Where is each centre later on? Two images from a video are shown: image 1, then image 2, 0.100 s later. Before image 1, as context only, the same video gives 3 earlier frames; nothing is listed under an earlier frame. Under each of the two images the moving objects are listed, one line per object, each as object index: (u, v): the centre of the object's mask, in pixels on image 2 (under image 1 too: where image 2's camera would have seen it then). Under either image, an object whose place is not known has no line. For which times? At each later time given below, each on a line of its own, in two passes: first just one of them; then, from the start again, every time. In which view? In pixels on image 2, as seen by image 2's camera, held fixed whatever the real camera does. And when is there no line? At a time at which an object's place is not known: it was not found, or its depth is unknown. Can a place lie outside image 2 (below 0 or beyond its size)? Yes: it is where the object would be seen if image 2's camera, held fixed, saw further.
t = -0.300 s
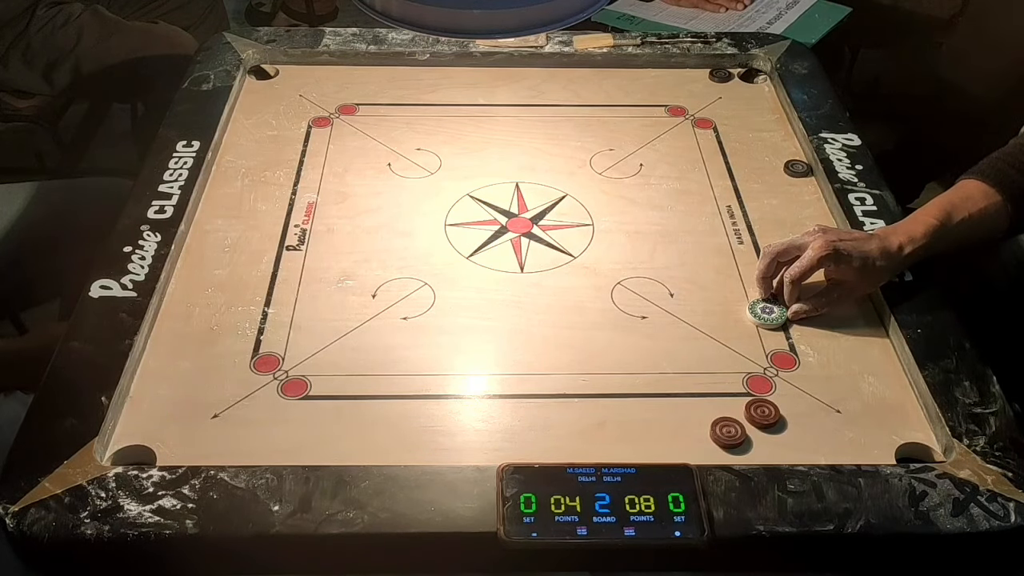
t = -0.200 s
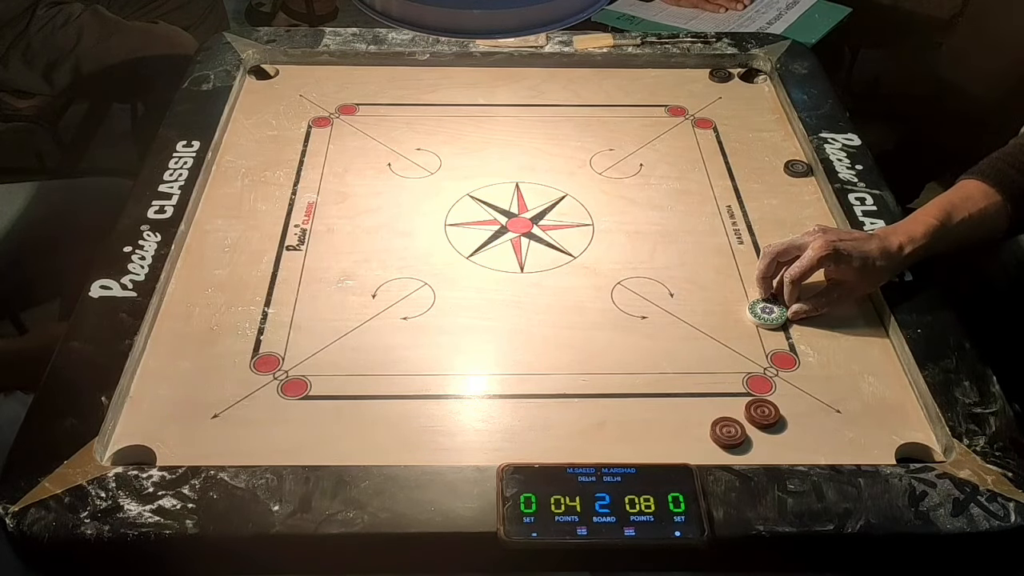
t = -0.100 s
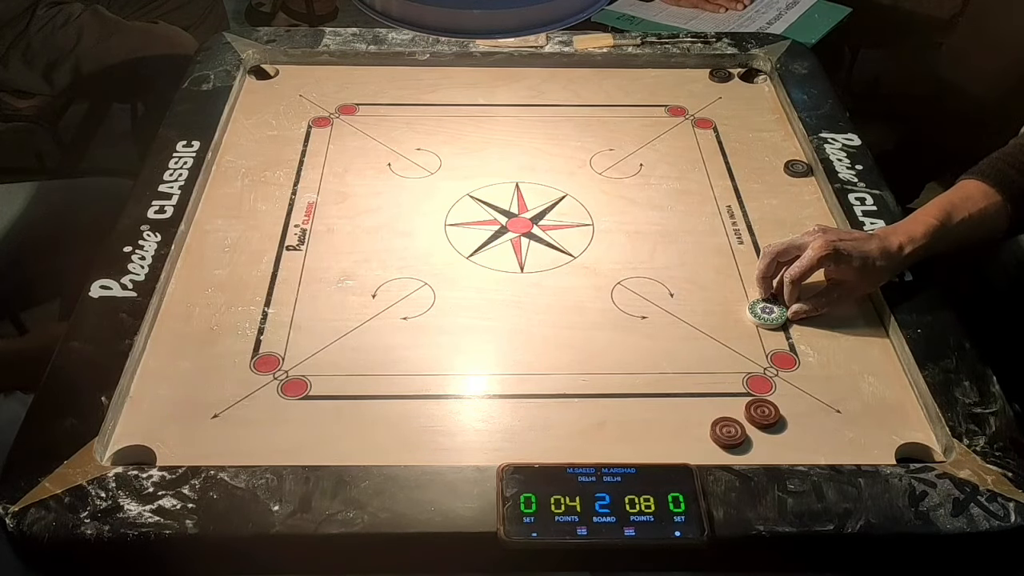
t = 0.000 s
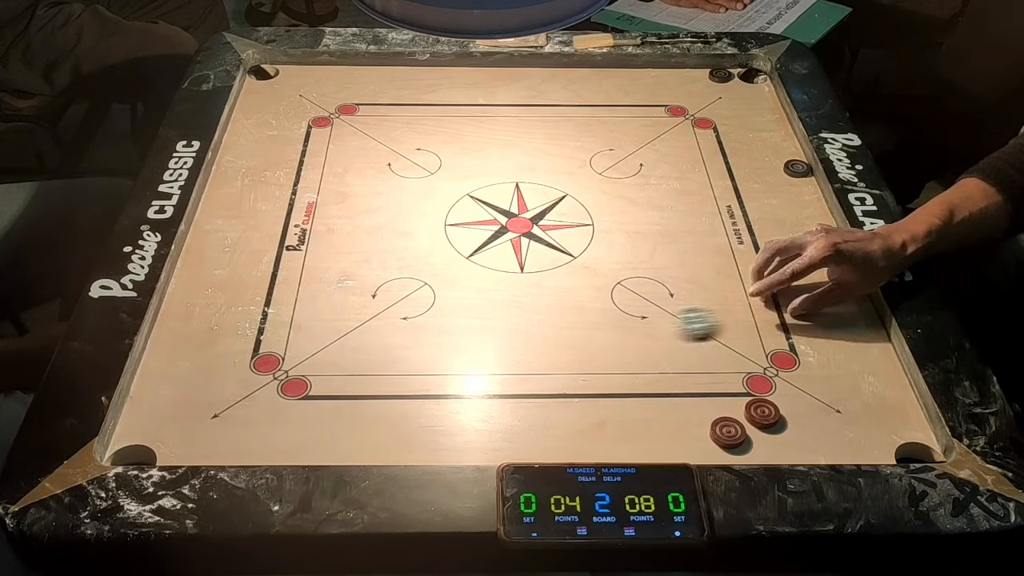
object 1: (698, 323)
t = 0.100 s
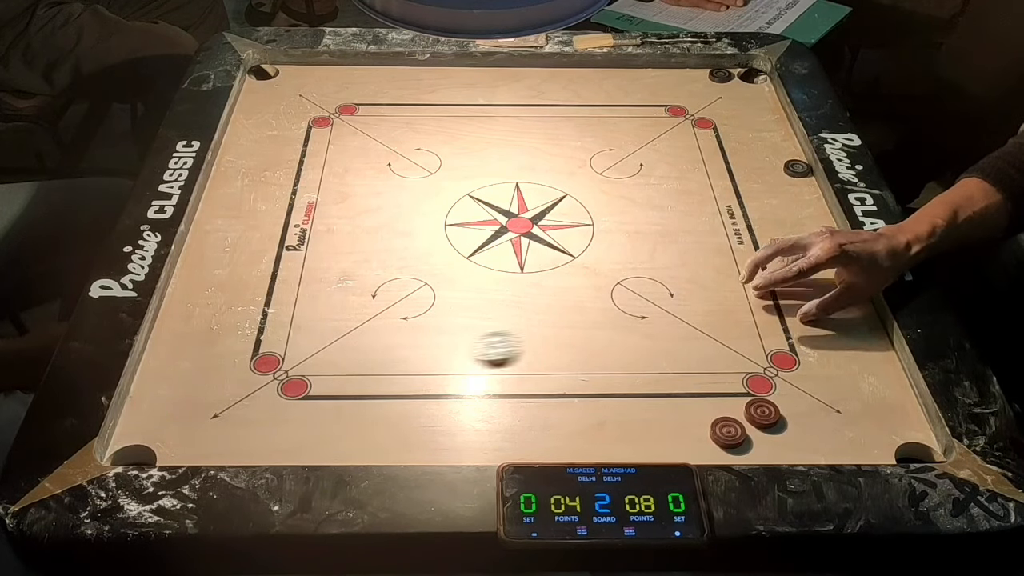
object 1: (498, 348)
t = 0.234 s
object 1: (232, 381)
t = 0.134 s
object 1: (431, 356)
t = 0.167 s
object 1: (366, 364)
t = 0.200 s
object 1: (299, 373)
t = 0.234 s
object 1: (232, 381)
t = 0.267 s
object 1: (168, 389)
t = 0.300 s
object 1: (185, 396)
